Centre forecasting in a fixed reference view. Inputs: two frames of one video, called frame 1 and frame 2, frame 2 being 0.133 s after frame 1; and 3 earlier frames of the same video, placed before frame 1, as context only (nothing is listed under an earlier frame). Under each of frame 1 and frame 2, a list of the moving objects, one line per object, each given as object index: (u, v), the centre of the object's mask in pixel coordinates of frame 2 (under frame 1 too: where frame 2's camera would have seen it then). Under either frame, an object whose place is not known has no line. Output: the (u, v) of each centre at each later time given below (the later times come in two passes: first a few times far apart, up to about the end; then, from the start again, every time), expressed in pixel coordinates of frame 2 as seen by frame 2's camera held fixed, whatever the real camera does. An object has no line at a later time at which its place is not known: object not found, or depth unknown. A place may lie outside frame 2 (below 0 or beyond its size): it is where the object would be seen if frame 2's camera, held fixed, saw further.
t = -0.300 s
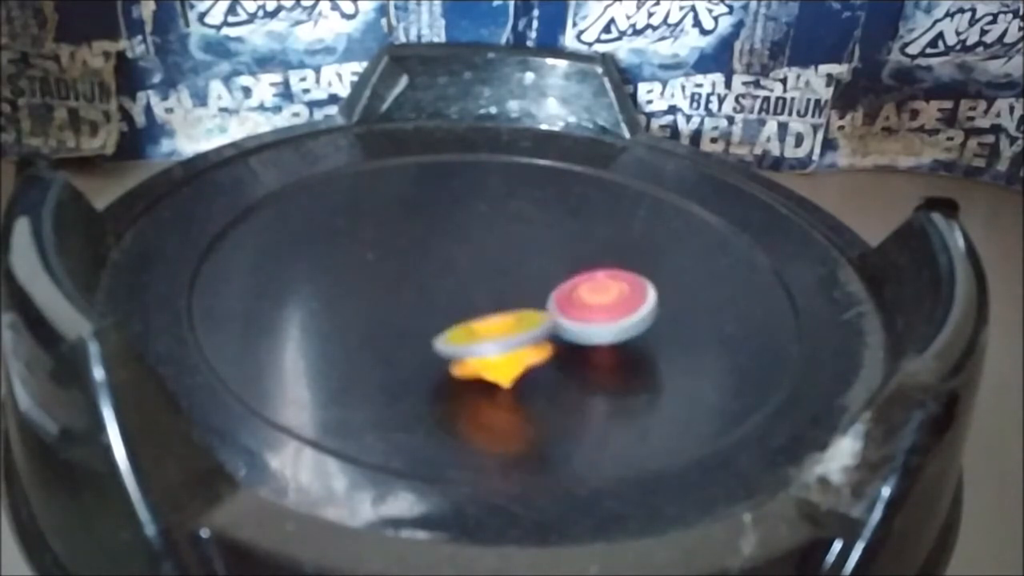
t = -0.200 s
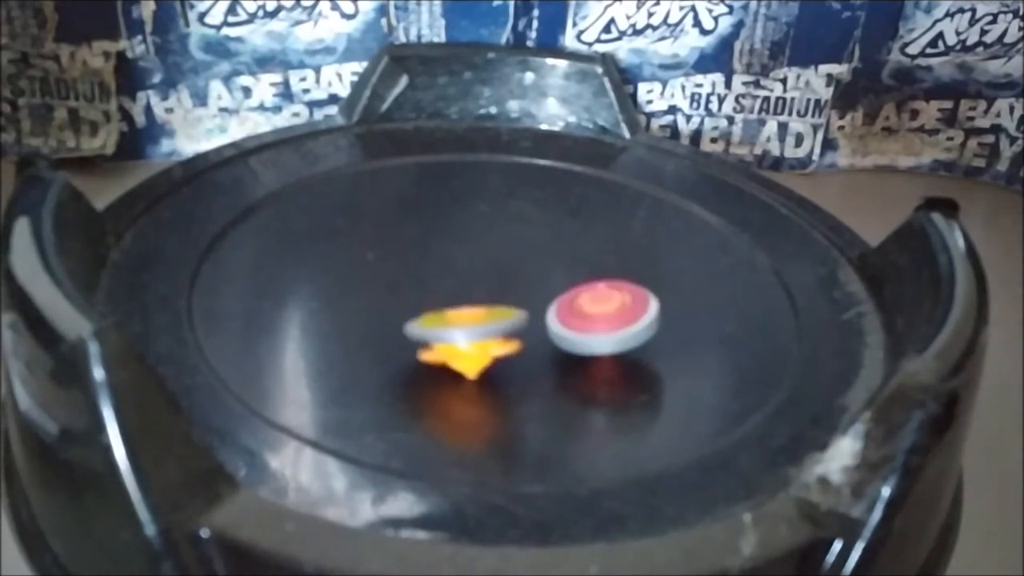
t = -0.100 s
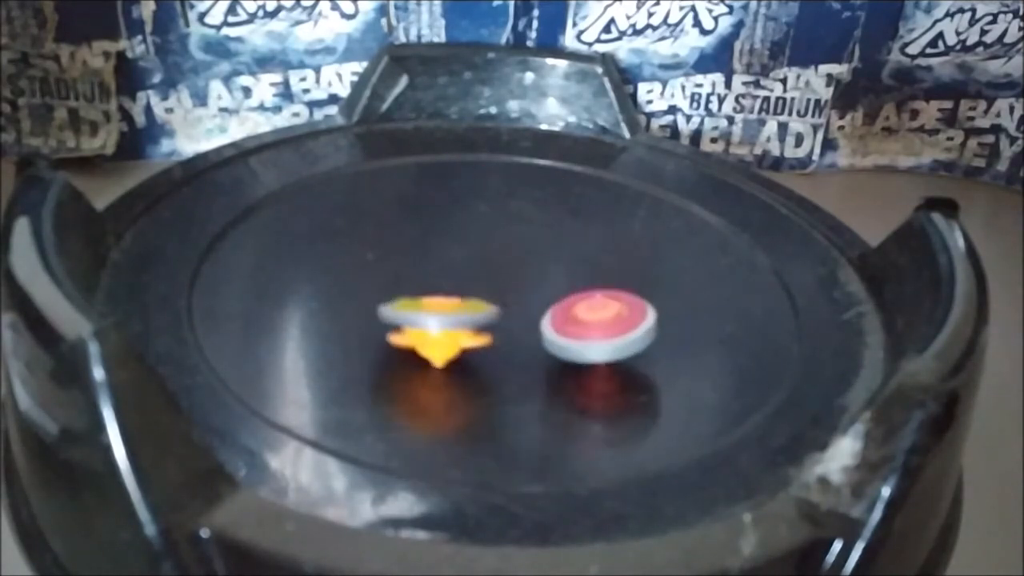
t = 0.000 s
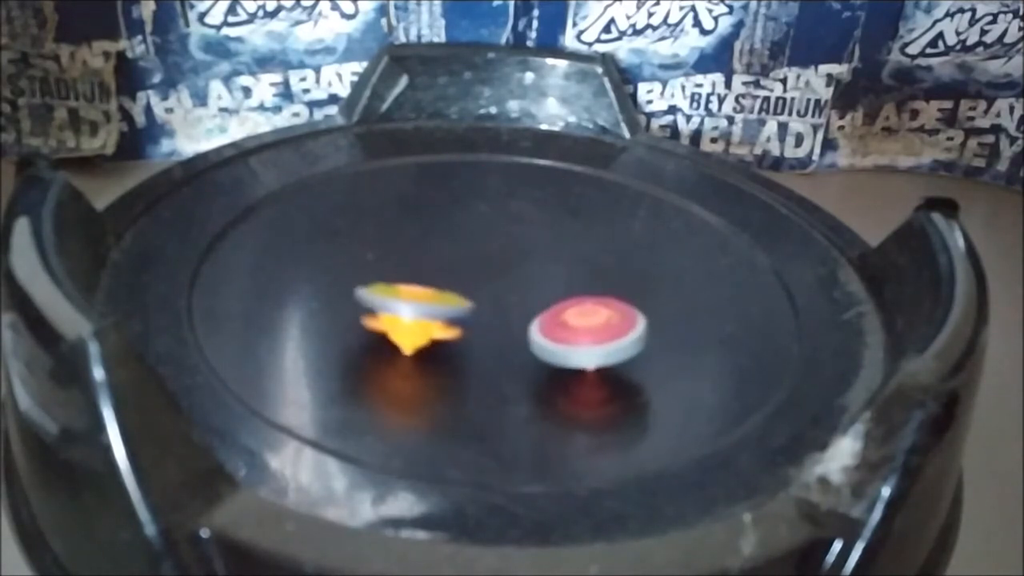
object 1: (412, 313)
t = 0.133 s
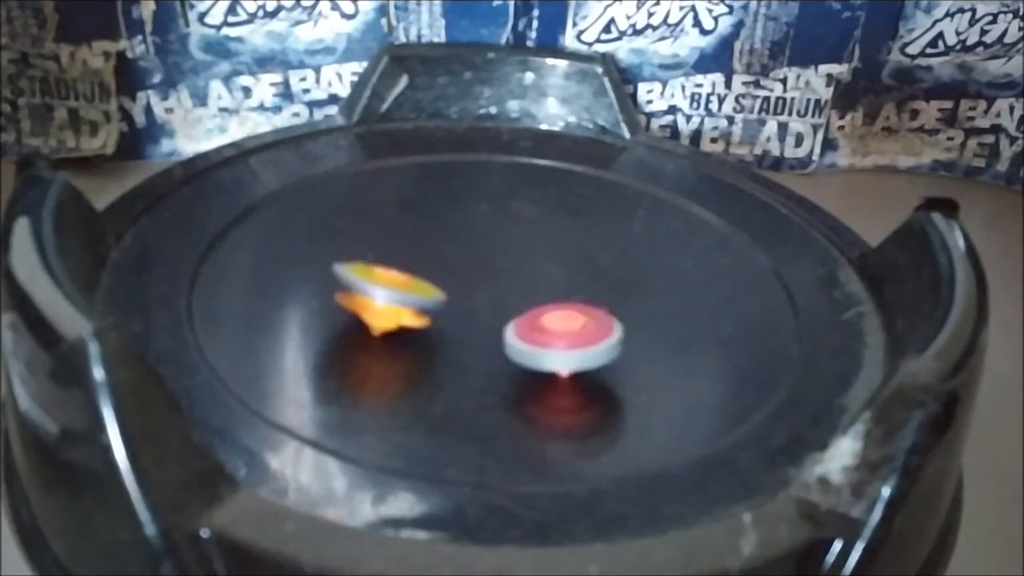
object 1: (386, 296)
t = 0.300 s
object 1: (376, 274)
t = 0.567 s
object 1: (404, 240)
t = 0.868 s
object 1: (469, 219)
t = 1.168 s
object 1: (543, 225)
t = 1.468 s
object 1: (595, 254)
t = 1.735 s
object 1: (610, 297)
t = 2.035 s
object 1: (569, 339)
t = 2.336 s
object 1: (467, 341)
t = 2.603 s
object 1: (393, 307)
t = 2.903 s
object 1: (393, 254)
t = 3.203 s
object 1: (449, 219)
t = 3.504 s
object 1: (527, 213)
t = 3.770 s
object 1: (582, 241)
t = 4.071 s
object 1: (621, 292)
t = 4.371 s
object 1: (589, 343)
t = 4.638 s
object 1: (495, 352)
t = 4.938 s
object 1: (388, 312)
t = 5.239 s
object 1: (378, 252)
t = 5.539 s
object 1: (454, 219)
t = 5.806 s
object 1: (533, 212)
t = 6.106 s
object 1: (597, 248)
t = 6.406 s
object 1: (593, 305)
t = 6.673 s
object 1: (495, 322)
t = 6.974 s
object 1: (508, 375)
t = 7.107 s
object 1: (540, 335)
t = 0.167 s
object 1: (382, 292)
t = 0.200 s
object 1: (379, 288)
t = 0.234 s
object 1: (377, 283)
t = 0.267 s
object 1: (376, 278)
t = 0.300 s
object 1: (376, 274)
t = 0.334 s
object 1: (377, 269)
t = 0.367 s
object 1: (380, 265)
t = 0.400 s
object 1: (383, 260)
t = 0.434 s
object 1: (386, 256)
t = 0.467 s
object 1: (391, 252)
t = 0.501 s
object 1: (395, 248)
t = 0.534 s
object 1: (400, 244)
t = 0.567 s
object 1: (404, 240)
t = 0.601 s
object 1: (410, 237)
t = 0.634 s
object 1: (416, 234)
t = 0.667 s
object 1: (423, 230)
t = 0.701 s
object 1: (430, 228)
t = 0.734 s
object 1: (437, 225)
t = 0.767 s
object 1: (445, 223)
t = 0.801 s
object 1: (453, 222)
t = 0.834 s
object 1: (461, 220)
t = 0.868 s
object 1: (469, 219)
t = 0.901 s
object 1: (477, 219)
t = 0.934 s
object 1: (485, 219)
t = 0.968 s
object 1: (493, 219)
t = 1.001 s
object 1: (502, 219)
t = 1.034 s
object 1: (510, 220)
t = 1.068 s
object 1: (518, 221)
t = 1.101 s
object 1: (527, 222)
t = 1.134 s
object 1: (535, 223)
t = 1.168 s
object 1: (543, 225)
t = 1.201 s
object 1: (550, 227)
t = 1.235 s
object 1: (558, 229)
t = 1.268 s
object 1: (564, 232)
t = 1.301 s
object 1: (571, 236)
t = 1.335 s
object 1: (577, 239)
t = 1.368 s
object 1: (580, 241)
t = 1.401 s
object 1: (586, 245)
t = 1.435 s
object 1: (591, 250)
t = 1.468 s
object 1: (595, 254)
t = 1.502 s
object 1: (599, 259)
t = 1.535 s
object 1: (604, 264)
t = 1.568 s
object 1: (607, 269)
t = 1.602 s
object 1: (609, 275)
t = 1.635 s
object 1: (611, 280)
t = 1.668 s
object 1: (611, 286)
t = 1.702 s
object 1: (611, 292)
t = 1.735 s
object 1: (610, 297)
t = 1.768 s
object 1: (609, 303)
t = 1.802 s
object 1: (607, 308)
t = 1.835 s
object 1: (604, 314)
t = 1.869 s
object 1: (601, 319)
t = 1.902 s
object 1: (596, 324)
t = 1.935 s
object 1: (591, 328)
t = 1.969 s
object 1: (584, 332)
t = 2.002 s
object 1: (577, 336)
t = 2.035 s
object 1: (569, 339)
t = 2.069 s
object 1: (560, 342)
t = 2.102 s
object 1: (550, 345)
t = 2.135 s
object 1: (539, 346)
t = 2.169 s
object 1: (527, 347)
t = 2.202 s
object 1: (516, 347)
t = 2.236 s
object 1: (504, 346)
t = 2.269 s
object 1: (491, 346)
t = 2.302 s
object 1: (479, 344)
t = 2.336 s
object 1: (467, 341)
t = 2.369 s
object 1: (456, 339)
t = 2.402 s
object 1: (444, 336)
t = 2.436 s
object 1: (433, 332)
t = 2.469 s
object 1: (422, 328)
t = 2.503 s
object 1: (413, 324)
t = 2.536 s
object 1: (405, 318)
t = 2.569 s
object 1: (399, 313)
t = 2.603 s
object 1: (393, 307)
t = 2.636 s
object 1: (389, 301)
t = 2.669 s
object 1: (386, 295)
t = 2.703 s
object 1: (384, 289)
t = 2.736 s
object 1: (382, 283)
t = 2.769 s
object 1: (382, 277)
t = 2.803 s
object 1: (384, 271)
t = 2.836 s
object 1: (386, 265)
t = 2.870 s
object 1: (389, 260)
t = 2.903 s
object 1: (393, 254)
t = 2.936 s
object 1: (397, 249)
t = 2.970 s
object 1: (402, 244)
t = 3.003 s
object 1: (407, 239)
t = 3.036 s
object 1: (413, 235)
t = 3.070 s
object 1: (419, 231)
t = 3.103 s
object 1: (425, 228)
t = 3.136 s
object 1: (432, 224)
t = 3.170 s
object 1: (440, 221)
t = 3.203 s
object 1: (449, 219)
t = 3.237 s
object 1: (457, 217)
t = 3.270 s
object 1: (466, 215)
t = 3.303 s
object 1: (474, 214)
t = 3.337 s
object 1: (483, 213)
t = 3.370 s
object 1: (492, 212)
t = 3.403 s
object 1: (501, 212)
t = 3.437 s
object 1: (510, 211)
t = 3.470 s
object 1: (518, 212)
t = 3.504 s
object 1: (527, 213)
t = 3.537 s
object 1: (535, 215)
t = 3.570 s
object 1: (543, 217)
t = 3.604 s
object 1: (550, 219)
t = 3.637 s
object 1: (557, 223)
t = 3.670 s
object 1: (564, 227)
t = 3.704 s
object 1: (570, 231)
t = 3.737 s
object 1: (576, 236)
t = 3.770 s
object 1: (582, 241)
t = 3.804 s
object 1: (588, 245)
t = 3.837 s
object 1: (594, 250)
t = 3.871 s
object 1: (599, 256)
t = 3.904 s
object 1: (604, 261)
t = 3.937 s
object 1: (610, 267)
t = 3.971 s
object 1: (614, 274)
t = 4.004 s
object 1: (617, 280)
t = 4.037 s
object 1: (620, 286)
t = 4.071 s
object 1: (621, 292)
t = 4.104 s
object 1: (622, 298)
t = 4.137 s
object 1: (622, 304)
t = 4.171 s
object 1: (620, 310)
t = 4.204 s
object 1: (618, 316)
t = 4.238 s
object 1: (614, 322)
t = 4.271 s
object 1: (609, 328)
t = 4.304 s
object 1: (604, 333)
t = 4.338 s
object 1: (597, 338)
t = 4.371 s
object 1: (589, 343)
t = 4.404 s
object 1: (581, 347)
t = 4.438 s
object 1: (572, 350)
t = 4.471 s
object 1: (562, 353)
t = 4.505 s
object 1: (550, 355)
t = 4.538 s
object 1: (537, 356)
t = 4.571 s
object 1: (524, 355)
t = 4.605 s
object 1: (509, 354)
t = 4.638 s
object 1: (495, 352)
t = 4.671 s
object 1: (480, 349)
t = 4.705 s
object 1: (467, 346)
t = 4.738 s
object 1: (453, 343)
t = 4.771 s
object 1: (439, 338)
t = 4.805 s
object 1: (427, 334)
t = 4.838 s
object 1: (415, 329)
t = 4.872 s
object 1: (404, 323)
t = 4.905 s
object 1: (400, 321)
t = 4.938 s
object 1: (388, 312)
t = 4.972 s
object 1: (384, 308)
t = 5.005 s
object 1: (378, 302)
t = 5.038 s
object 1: (372, 294)
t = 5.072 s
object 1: (368, 284)
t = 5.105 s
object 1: (368, 281)
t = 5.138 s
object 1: (368, 271)
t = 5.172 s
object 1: (370, 264)
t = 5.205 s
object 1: (374, 258)
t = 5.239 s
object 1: (378, 252)
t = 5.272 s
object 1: (384, 247)
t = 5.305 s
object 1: (391, 242)
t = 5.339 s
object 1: (399, 238)
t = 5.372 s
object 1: (406, 233)
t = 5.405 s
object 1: (415, 230)
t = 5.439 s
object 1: (425, 227)
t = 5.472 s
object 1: (434, 224)
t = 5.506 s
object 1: (444, 221)
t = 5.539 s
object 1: (454, 219)
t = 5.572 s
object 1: (464, 217)
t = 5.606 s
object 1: (474, 215)
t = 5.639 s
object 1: (484, 214)
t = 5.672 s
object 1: (494, 212)
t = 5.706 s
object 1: (504, 211)
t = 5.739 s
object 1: (514, 211)
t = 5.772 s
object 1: (524, 211)
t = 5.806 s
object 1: (533, 212)
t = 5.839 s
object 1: (542, 213)
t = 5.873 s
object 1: (551, 215)
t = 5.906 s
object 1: (560, 217)
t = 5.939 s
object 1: (568, 220)
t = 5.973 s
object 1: (576, 224)
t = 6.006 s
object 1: (582, 230)
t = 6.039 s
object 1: (588, 235)
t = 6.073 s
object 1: (593, 241)
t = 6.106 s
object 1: (597, 248)
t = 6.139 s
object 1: (601, 254)
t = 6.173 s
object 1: (606, 261)
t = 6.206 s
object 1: (610, 266)
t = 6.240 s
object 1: (613, 269)
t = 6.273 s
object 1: (612, 280)
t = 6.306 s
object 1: (611, 279)
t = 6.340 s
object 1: (606, 293)
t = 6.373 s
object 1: (601, 294)
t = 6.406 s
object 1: (593, 305)
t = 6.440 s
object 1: (584, 305)
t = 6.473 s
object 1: (573, 306)
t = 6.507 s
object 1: (562, 289)
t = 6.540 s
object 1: (547, 295)
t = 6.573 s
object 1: (530, 311)
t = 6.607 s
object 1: (519, 293)
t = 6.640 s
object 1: (504, 295)
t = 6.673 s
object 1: (495, 322)
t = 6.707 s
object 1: (489, 325)
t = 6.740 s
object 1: (482, 353)
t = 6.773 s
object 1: (478, 373)
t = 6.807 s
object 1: (478, 376)
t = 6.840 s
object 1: (477, 394)
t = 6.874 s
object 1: (481, 390)
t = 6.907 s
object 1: (487, 396)
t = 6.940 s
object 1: (495, 390)
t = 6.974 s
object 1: (508, 375)
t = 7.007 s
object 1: (517, 380)
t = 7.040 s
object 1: (526, 365)
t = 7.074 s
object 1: (535, 347)
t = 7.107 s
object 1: (540, 335)
